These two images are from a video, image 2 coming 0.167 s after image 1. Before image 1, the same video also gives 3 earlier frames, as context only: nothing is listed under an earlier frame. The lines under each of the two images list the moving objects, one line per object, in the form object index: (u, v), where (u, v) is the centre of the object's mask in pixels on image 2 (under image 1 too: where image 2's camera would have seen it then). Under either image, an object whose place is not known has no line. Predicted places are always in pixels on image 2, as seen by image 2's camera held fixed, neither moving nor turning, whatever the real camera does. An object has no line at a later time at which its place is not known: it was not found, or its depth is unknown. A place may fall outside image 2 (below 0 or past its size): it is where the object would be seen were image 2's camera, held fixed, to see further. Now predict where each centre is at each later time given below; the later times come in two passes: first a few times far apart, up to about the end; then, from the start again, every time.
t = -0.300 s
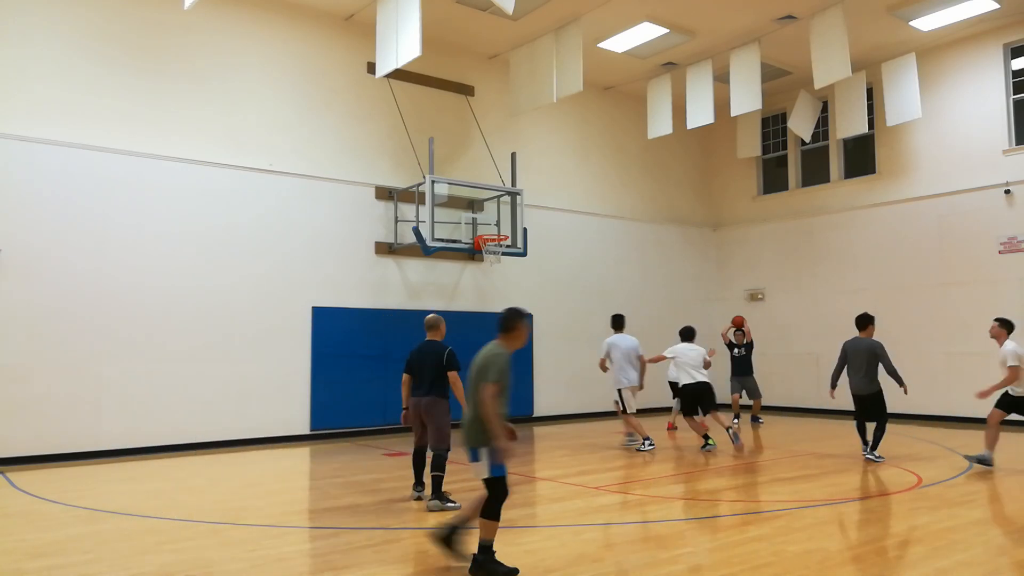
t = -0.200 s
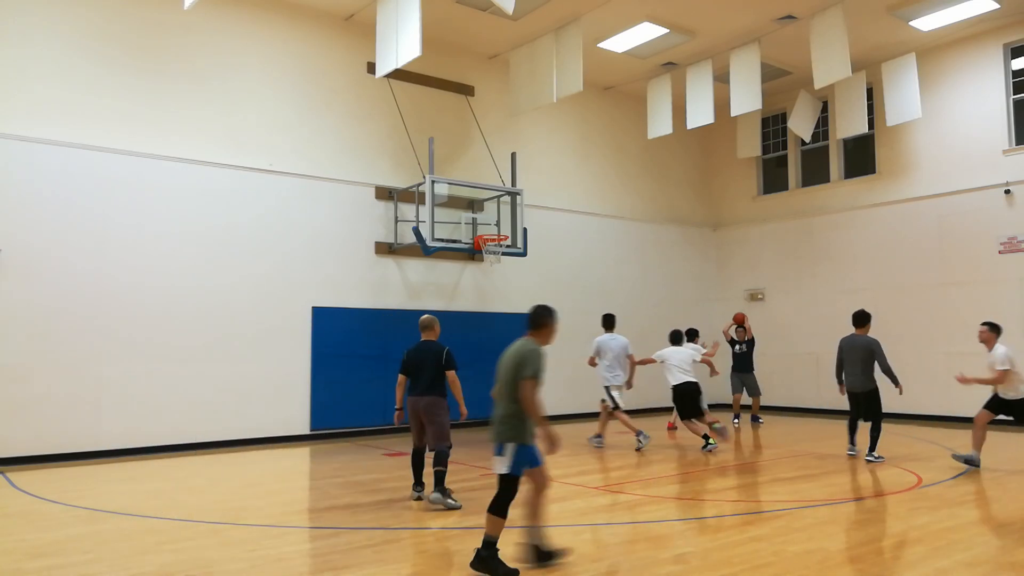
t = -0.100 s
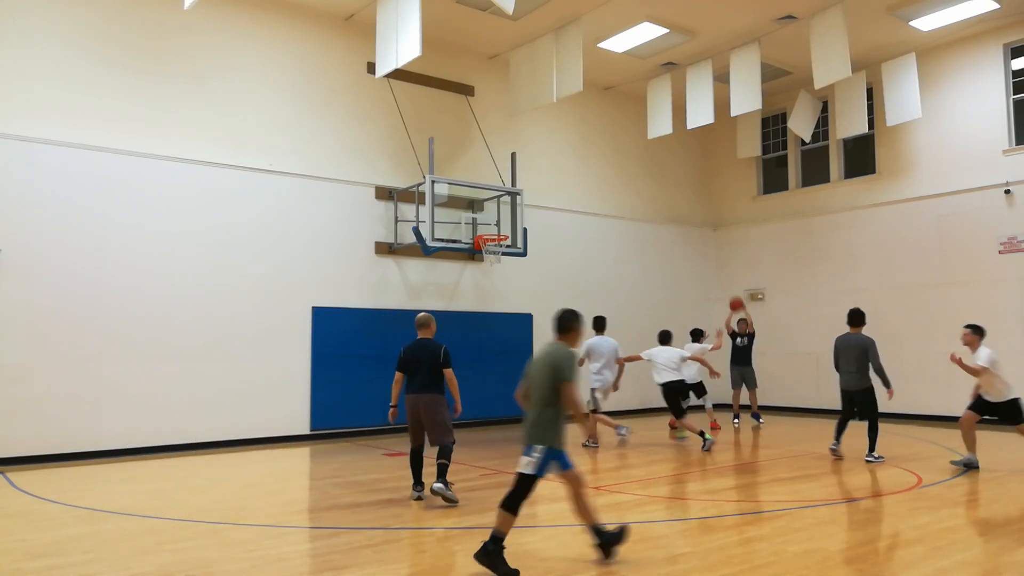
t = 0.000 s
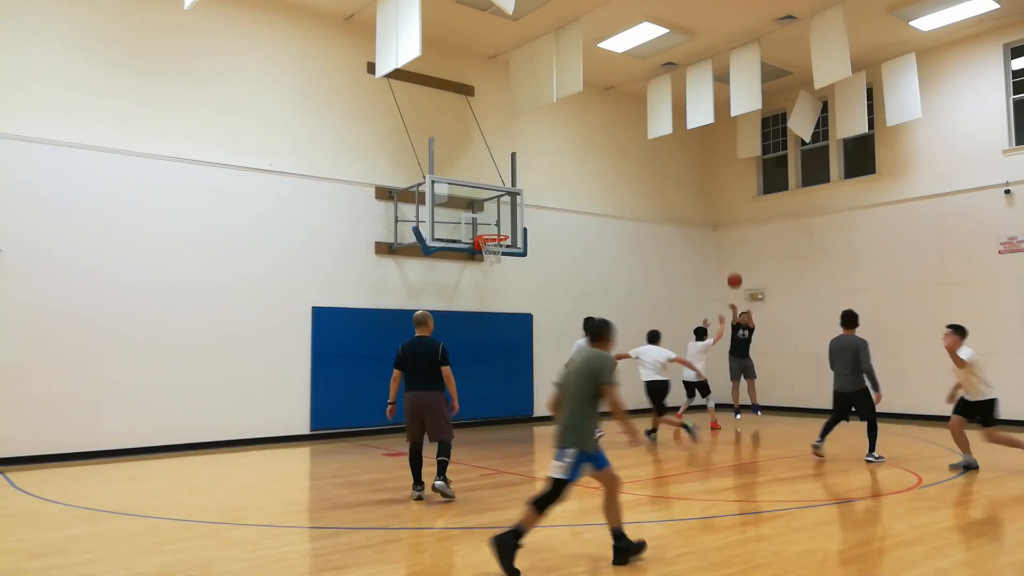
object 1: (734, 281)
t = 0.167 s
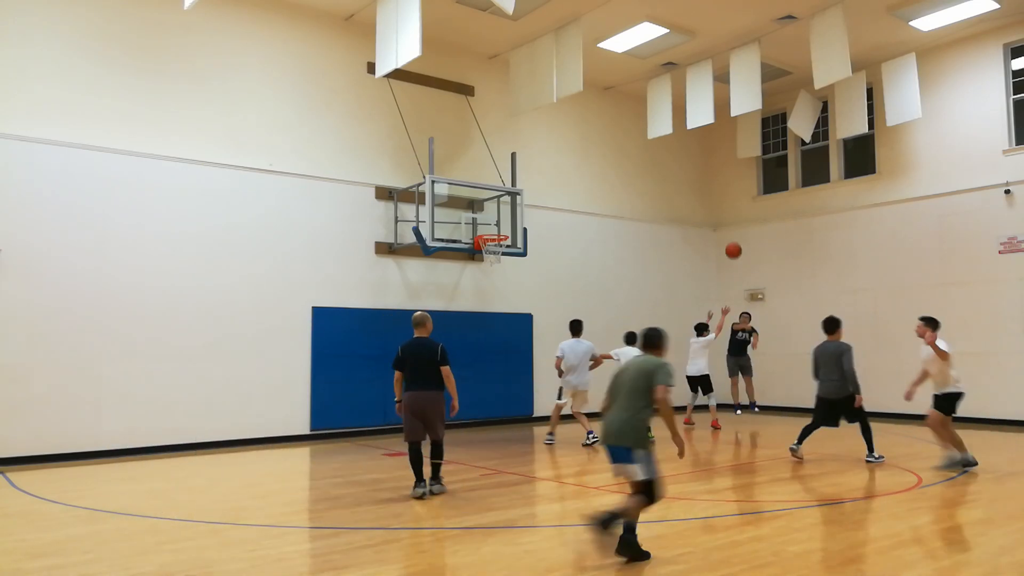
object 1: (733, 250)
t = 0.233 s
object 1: (733, 242)
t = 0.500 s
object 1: (731, 237)
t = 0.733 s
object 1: (734, 287)
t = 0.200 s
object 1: (733, 246)
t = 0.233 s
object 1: (733, 242)
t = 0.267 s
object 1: (733, 239)
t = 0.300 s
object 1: (732, 236)
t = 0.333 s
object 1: (732, 234)
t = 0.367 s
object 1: (732, 233)
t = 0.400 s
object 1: (731, 233)
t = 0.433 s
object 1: (731, 233)
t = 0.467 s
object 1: (731, 235)
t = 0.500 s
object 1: (731, 237)
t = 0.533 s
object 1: (731, 240)
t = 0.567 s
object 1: (731, 245)
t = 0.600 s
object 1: (732, 251)
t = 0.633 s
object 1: (732, 258)
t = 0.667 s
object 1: (733, 266)
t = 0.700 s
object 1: (733, 276)
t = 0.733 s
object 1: (734, 287)
